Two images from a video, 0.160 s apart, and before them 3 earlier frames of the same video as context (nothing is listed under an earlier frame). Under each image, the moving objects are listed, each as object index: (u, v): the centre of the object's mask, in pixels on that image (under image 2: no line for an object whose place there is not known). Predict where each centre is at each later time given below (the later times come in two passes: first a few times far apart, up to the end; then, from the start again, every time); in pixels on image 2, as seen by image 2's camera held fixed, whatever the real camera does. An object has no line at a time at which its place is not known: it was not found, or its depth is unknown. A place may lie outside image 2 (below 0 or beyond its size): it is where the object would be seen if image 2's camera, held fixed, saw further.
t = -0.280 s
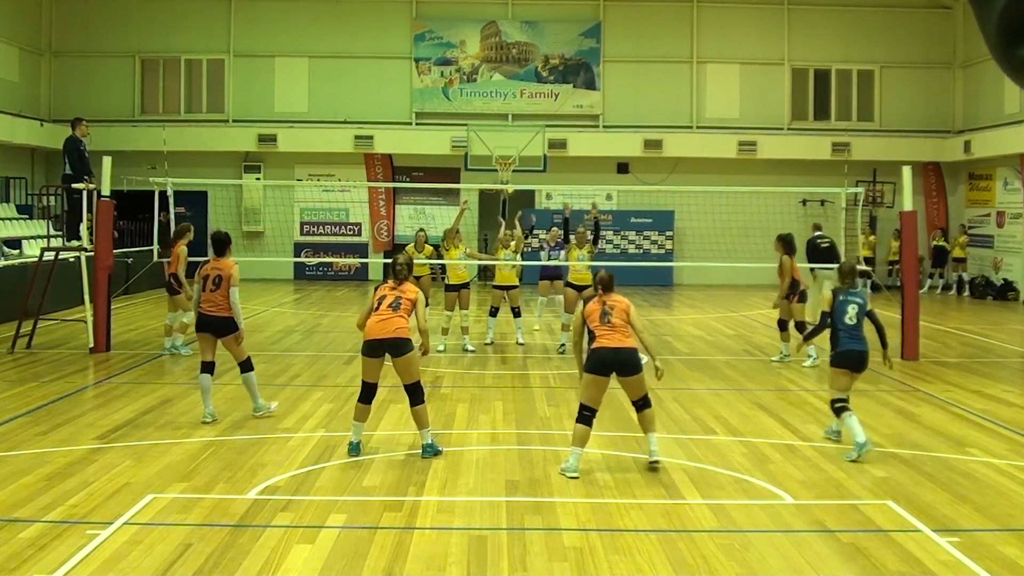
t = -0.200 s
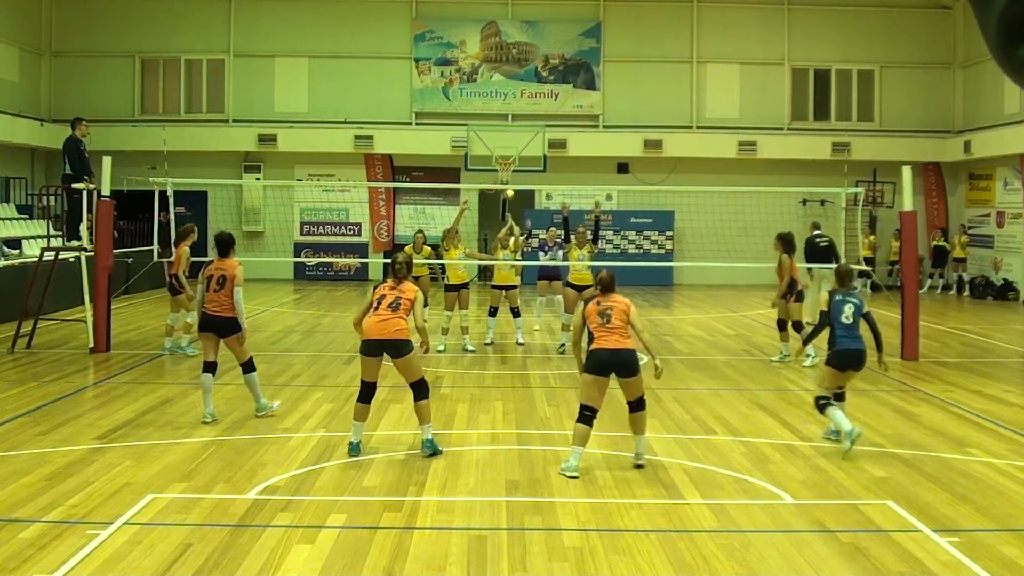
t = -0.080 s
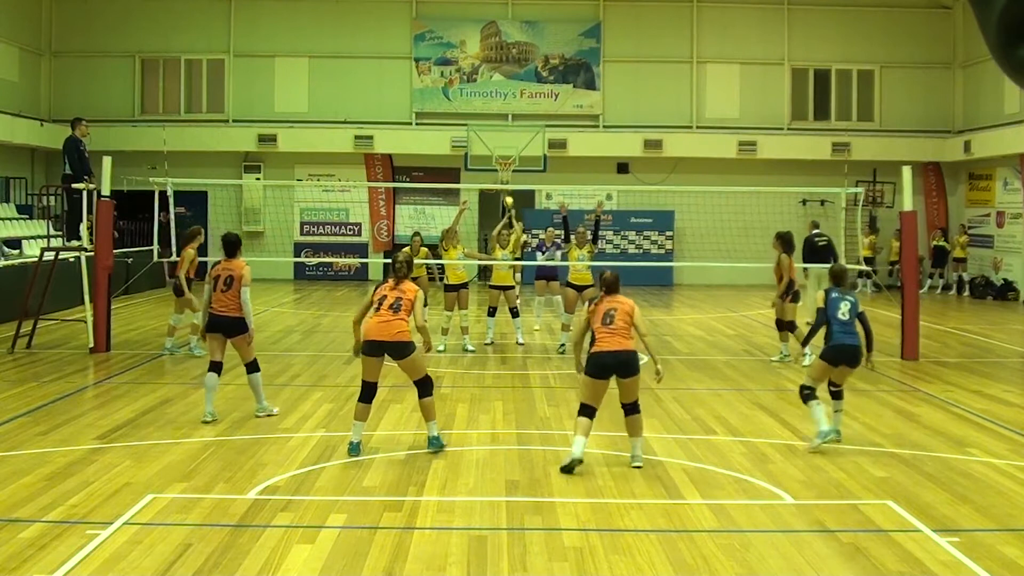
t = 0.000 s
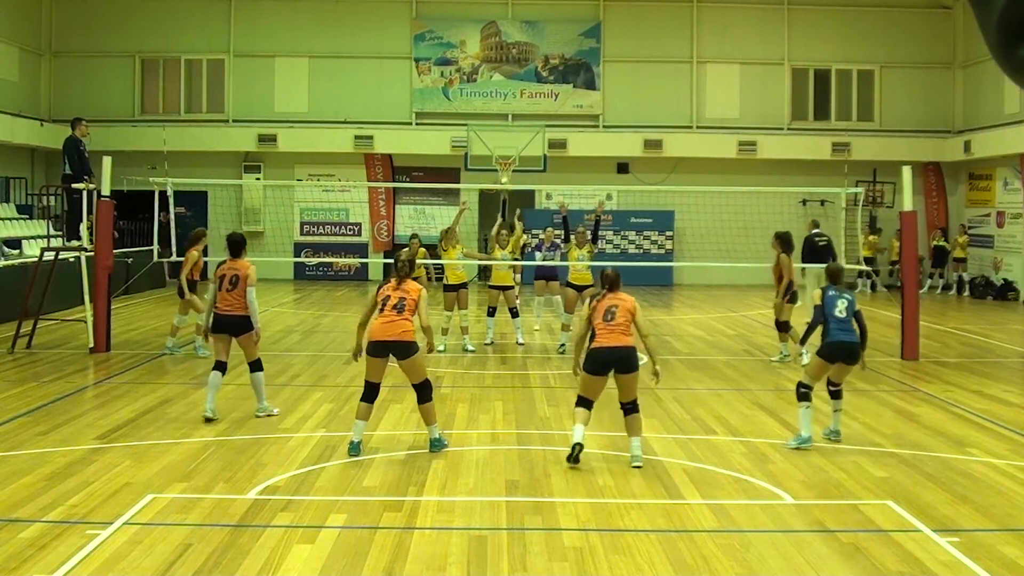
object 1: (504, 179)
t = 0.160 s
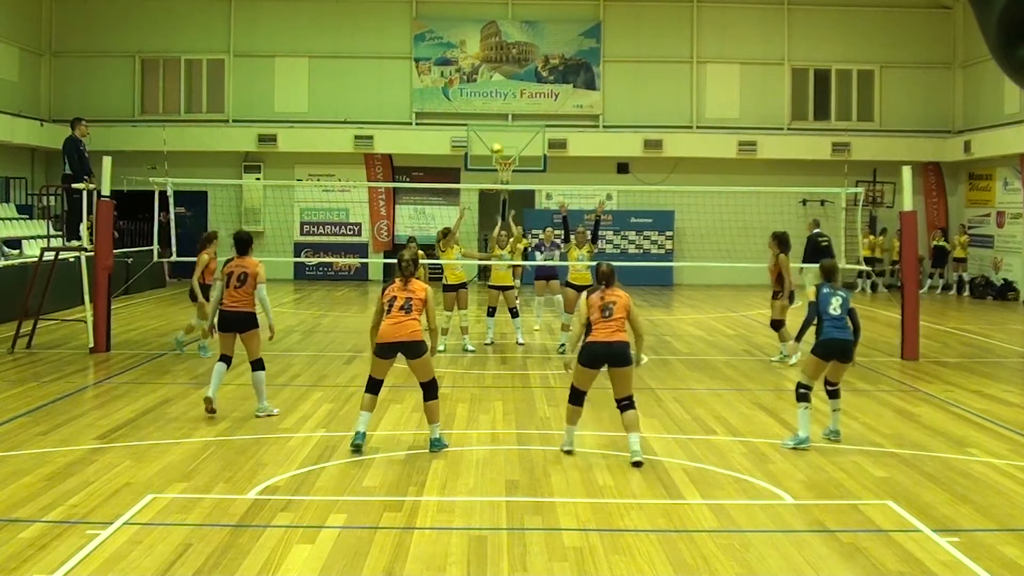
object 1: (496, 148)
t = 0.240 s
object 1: (493, 135)
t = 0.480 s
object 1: (476, 103)
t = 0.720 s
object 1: (454, 102)
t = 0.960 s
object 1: (420, 169)
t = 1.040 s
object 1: (407, 212)
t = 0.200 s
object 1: (494, 142)
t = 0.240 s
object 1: (493, 135)
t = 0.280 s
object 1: (490, 127)
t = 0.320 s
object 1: (488, 121)
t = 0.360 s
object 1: (486, 117)
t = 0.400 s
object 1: (483, 111)
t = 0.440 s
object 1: (480, 106)
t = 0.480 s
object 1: (476, 103)
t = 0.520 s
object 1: (474, 101)
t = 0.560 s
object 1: (470, 98)
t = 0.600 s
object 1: (465, 96)
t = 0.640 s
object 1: (461, 96)
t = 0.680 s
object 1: (458, 100)
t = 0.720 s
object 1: (454, 102)
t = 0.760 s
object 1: (449, 108)
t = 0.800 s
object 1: (443, 115)
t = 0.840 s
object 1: (438, 124)
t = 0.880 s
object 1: (431, 135)
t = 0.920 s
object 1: (426, 150)
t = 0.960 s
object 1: (420, 169)
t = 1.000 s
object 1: (413, 189)
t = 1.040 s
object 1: (407, 212)
